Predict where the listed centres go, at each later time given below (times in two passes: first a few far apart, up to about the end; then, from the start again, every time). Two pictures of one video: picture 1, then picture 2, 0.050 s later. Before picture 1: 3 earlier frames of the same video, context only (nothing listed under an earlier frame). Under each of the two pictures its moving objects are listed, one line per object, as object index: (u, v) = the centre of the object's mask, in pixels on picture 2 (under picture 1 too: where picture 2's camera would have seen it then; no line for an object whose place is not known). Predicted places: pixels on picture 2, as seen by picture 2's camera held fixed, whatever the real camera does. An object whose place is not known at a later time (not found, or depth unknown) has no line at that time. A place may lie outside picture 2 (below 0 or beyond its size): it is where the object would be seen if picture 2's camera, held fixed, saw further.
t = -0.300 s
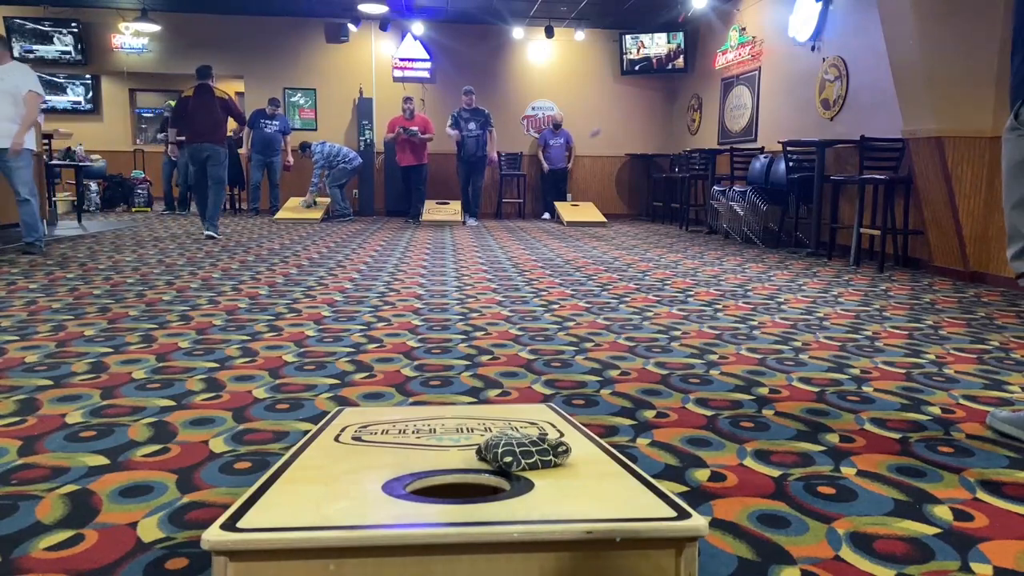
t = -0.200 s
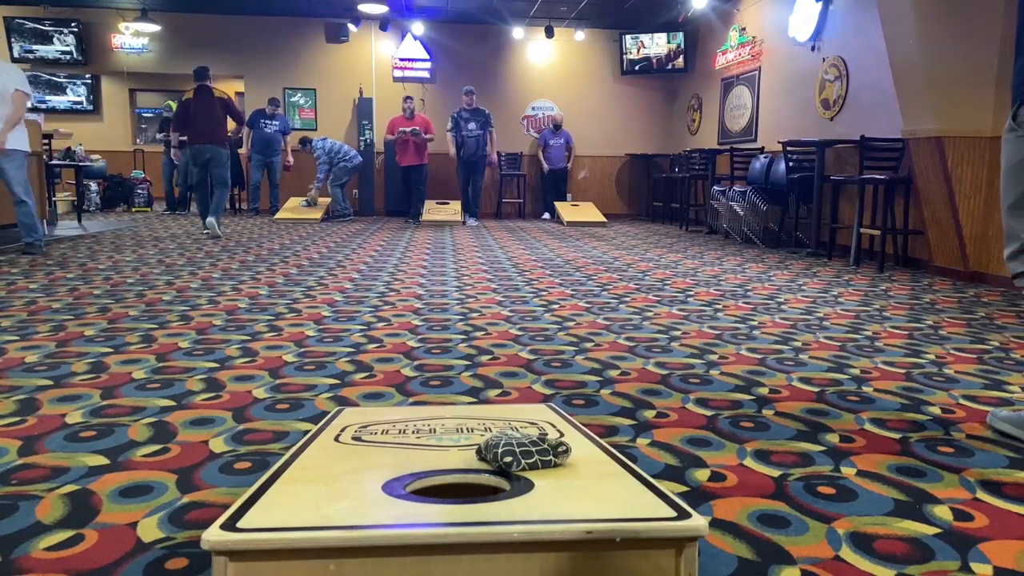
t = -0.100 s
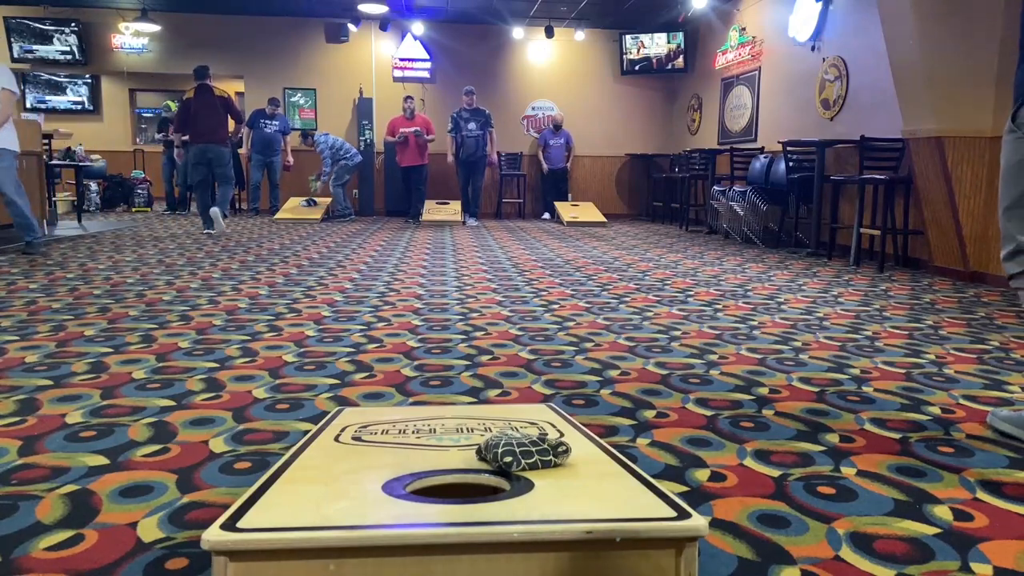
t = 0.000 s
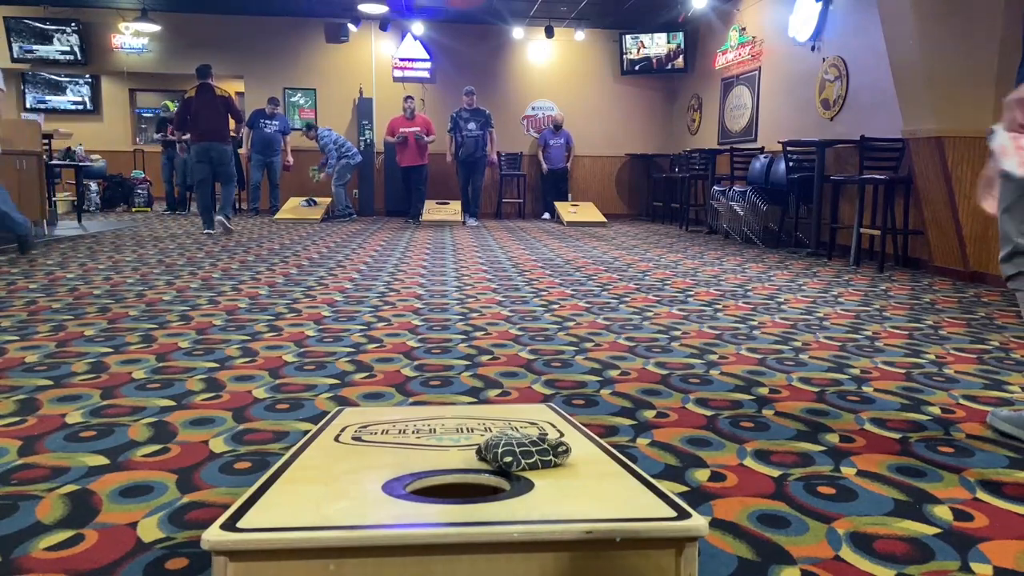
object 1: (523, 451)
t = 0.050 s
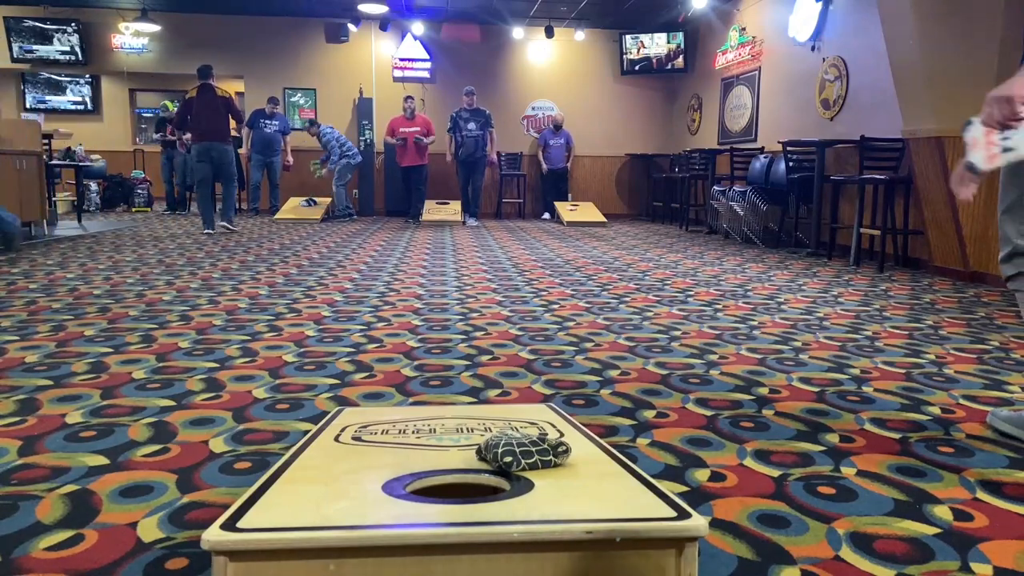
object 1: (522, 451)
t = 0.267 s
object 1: (523, 452)
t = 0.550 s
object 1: (533, 458)
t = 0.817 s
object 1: (530, 458)
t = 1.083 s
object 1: (530, 458)
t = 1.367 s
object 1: (530, 458)
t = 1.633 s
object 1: (530, 458)
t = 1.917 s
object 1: (530, 458)
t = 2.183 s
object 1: (530, 458)
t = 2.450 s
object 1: (530, 458)
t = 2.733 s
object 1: (530, 458)
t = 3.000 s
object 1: (530, 458)
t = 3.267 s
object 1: (530, 458)
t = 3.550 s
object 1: (530, 458)
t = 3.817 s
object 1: (530, 458)
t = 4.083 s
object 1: (530, 458)
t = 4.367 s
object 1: (530, 458)
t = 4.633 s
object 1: (530, 458)
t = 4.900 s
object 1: (530, 458)
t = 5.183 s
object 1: (530, 458)
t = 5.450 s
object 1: (530, 458)
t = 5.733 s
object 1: (530, 458)
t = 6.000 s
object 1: (532, 459)
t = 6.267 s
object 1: (529, 458)
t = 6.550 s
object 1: (529, 458)
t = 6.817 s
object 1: (529, 458)
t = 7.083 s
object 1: (530, 459)
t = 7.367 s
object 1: (530, 458)
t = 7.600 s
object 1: (529, 459)
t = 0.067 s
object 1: (522, 451)
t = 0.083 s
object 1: (522, 451)
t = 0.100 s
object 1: (522, 451)
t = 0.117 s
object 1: (522, 451)
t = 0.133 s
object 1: (522, 451)
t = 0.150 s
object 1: (522, 451)
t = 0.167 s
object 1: (523, 451)
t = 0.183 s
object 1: (523, 451)
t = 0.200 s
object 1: (522, 451)
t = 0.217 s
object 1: (522, 451)
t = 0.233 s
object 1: (523, 451)
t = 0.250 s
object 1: (522, 451)
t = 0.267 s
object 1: (523, 452)
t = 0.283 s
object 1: (522, 451)
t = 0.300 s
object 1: (523, 452)
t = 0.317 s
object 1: (523, 452)
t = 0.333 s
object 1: (523, 452)
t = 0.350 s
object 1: (523, 452)
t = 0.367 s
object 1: (522, 452)
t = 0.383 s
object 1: (522, 452)
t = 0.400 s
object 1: (524, 453)
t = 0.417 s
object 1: (525, 454)
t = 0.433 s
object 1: (527, 456)
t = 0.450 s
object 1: (530, 457)
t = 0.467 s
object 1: (531, 457)
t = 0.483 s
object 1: (533, 458)
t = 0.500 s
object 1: (534, 458)
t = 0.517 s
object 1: (535, 458)
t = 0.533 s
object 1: (534, 458)
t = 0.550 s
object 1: (533, 458)
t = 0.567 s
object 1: (532, 458)
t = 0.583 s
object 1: (531, 458)
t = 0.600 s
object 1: (530, 458)
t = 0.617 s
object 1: (530, 458)
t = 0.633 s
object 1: (530, 458)
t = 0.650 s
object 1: (530, 458)
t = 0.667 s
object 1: (530, 458)
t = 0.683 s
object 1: (530, 458)
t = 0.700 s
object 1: (530, 458)
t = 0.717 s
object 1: (530, 458)
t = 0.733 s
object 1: (530, 458)
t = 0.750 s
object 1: (530, 458)
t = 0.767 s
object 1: (530, 458)
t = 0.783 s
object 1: (530, 458)
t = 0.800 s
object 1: (530, 458)
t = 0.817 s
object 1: (530, 458)
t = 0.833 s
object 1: (530, 458)
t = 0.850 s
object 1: (530, 458)
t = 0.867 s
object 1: (530, 458)
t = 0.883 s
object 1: (530, 458)
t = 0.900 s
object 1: (530, 458)
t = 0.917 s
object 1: (530, 458)
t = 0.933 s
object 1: (530, 458)
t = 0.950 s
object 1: (530, 458)
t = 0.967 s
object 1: (530, 458)
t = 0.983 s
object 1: (530, 458)
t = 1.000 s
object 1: (530, 458)
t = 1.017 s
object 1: (530, 458)
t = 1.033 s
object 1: (530, 458)
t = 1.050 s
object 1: (530, 458)
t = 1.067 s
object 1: (530, 458)
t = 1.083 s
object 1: (530, 458)
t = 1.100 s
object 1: (530, 458)
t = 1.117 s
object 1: (530, 458)
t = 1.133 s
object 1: (530, 458)
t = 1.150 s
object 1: (530, 458)
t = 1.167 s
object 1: (530, 458)
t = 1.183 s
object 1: (530, 458)
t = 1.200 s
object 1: (530, 458)
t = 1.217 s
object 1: (530, 458)
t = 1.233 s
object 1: (530, 458)
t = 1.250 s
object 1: (530, 458)
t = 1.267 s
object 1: (530, 458)
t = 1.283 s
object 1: (530, 458)
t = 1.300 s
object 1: (530, 458)
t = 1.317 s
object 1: (530, 458)
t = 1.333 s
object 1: (530, 458)
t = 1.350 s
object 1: (530, 458)
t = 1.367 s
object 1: (530, 458)
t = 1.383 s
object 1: (530, 458)
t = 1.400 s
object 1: (530, 458)
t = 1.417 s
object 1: (530, 458)
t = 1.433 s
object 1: (530, 458)
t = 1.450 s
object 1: (530, 458)
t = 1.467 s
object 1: (530, 458)
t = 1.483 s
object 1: (530, 458)
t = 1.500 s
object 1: (530, 458)
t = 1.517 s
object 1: (530, 458)
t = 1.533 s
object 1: (530, 458)
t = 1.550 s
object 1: (530, 458)
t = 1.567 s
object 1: (530, 458)
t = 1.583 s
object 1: (530, 458)
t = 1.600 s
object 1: (530, 458)
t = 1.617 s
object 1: (530, 458)
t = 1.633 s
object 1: (530, 458)
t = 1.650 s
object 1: (530, 458)
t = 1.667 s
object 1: (530, 458)
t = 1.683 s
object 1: (530, 458)
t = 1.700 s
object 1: (530, 458)
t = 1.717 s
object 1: (530, 458)
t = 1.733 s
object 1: (530, 458)
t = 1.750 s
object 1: (530, 458)
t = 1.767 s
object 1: (530, 458)
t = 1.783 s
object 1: (530, 458)
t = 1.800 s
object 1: (530, 458)
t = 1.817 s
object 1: (530, 458)
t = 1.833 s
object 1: (530, 458)
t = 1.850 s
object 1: (530, 458)
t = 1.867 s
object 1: (530, 458)
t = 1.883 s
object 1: (530, 458)
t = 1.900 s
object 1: (530, 458)
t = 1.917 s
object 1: (530, 458)
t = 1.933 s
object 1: (530, 458)
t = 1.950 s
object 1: (530, 458)
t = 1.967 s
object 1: (530, 458)
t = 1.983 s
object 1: (530, 458)
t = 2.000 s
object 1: (530, 458)
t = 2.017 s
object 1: (530, 458)
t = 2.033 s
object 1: (530, 458)
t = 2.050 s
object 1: (530, 458)
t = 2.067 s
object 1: (530, 458)
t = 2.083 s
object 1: (530, 458)
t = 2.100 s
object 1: (530, 458)
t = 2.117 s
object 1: (530, 458)
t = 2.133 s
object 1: (530, 458)
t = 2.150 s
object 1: (530, 458)
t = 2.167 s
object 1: (530, 458)
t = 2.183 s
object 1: (530, 458)
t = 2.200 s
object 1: (530, 458)
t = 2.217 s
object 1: (530, 458)
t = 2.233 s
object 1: (530, 458)
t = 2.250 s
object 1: (530, 458)
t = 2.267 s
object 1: (530, 458)
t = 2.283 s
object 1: (530, 458)
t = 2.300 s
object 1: (530, 458)
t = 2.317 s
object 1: (530, 458)
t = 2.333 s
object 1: (530, 458)
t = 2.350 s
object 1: (530, 458)
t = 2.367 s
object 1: (530, 458)
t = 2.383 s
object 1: (530, 458)
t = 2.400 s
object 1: (530, 458)
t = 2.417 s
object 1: (530, 458)
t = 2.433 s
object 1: (530, 458)
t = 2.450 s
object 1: (530, 458)
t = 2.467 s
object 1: (530, 458)
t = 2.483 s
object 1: (530, 458)
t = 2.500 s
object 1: (530, 458)
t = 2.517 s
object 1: (530, 458)
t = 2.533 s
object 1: (530, 458)
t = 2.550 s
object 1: (530, 458)
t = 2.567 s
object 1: (530, 458)
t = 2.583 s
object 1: (530, 458)
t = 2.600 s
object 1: (530, 458)
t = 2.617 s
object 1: (530, 458)
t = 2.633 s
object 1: (530, 458)
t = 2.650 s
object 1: (530, 458)
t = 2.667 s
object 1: (530, 458)
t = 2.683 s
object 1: (530, 458)
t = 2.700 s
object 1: (530, 458)
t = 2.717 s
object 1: (530, 458)
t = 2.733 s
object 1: (530, 458)
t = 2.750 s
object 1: (530, 458)
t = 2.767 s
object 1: (530, 458)
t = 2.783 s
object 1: (530, 458)
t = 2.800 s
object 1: (530, 458)
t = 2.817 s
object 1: (530, 458)
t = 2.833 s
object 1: (530, 458)
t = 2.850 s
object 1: (530, 458)
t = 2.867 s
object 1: (530, 458)
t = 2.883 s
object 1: (530, 458)
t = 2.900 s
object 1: (530, 458)
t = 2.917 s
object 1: (530, 458)
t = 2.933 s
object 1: (530, 458)
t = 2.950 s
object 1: (530, 458)
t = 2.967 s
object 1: (530, 458)
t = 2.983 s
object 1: (530, 458)
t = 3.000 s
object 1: (530, 458)
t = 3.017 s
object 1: (530, 458)
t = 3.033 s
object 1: (530, 458)
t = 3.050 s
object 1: (530, 458)
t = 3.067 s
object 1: (530, 458)
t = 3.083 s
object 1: (530, 458)
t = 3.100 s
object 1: (530, 458)
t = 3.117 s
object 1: (530, 458)
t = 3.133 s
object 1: (530, 458)
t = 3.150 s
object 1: (530, 458)
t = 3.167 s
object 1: (530, 458)
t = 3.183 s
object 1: (530, 458)
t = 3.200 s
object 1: (530, 458)
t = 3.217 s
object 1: (530, 458)
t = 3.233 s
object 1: (530, 458)
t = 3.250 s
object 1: (530, 458)
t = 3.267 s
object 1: (530, 458)
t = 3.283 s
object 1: (530, 458)
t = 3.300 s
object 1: (530, 458)
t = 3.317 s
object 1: (530, 458)
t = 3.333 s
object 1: (530, 458)
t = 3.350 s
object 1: (530, 458)
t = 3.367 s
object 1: (530, 458)
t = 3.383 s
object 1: (530, 458)
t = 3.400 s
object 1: (530, 458)
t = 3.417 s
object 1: (530, 458)
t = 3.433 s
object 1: (530, 458)
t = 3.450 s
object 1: (530, 458)
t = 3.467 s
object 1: (530, 458)
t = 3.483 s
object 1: (530, 458)
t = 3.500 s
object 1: (530, 458)
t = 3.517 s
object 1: (530, 458)
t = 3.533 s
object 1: (530, 458)
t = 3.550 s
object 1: (530, 458)
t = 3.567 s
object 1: (530, 458)
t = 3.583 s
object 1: (530, 458)
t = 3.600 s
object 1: (530, 458)
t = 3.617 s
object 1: (530, 458)
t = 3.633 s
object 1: (530, 458)
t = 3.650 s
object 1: (530, 458)
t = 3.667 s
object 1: (530, 458)
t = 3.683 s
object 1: (530, 458)
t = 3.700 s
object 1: (530, 458)
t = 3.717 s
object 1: (530, 458)
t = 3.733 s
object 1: (530, 458)
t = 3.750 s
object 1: (530, 458)
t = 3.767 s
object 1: (530, 458)
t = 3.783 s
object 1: (530, 458)
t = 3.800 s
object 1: (530, 458)
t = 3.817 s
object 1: (530, 458)
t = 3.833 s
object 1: (530, 458)
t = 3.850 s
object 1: (530, 458)
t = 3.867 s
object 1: (530, 458)
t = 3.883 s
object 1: (530, 458)
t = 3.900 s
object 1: (530, 458)
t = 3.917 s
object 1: (530, 458)
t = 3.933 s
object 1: (530, 458)
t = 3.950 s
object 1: (530, 458)
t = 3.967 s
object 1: (530, 458)
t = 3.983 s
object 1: (530, 458)
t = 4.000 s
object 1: (530, 458)
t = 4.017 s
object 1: (530, 458)
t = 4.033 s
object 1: (530, 458)
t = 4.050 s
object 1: (530, 458)
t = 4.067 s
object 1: (530, 458)
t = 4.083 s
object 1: (530, 458)
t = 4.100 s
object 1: (530, 458)
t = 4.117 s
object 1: (530, 458)
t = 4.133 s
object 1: (530, 458)
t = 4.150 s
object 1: (530, 458)
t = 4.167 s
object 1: (530, 458)
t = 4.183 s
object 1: (530, 458)
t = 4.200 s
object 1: (530, 458)
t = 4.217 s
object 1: (530, 458)
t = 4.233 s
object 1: (530, 458)
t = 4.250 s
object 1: (530, 458)
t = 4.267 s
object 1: (530, 458)
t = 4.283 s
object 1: (530, 458)
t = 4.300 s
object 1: (530, 458)
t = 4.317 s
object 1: (530, 458)
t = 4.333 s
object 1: (530, 458)
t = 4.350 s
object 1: (530, 458)
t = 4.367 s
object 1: (530, 458)
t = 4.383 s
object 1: (530, 458)
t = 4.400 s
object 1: (530, 458)
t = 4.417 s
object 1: (530, 458)
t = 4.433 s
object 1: (530, 458)
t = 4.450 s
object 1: (530, 458)
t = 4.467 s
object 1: (530, 458)
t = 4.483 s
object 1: (530, 458)
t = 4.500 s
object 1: (530, 458)
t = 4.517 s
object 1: (530, 458)
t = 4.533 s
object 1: (530, 458)
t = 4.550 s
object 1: (530, 458)
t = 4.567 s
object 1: (530, 458)
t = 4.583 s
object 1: (530, 458)
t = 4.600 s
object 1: (530, 458)
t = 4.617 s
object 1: (530, 458)
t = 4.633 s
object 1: (530, 458)
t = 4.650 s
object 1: (530, 458)
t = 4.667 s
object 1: (530, 458)
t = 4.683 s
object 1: (530, 458)
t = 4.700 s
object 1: (530, 458)
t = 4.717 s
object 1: (530, 458)
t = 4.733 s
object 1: (530, 458)
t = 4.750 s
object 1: (530, 458)
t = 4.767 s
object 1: (530, 458)
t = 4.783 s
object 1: (530, 458)
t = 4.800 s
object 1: (530, 458)
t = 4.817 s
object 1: (530, 458)
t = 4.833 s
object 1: (530, 458)
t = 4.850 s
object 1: (530, 458)
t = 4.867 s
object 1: (530, 458)
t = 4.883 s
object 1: (530, 458)
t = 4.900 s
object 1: (530, 458)
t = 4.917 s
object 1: (530, 458)
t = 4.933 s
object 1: (530, 458)
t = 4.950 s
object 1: (530, 458)
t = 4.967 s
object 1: (530, 458)
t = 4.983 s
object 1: (530, 458)
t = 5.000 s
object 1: (530, 458)
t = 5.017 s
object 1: (530, 458)
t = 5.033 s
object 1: (530, 458)
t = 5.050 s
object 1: (530, 458)
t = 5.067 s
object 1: (530, 458)
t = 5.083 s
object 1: (530, 458)
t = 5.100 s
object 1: (530, 458)
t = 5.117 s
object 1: (530, 458)
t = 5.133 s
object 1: (530, 458)
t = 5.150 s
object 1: (530, 458)
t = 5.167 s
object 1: (530, 458)
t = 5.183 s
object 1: (530, 458)
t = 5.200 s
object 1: (530, 458)
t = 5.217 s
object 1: (530, 458)
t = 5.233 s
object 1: (530, 458)
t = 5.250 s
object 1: (530, 458)
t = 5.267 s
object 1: (530, 458)
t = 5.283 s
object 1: (530, 458)
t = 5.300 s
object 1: (530, 458)
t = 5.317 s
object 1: (530, 458)
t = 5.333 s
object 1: (530, 458)
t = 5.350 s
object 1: (530, 458)
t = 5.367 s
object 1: (530, 458)
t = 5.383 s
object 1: (530, 458)
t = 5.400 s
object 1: (530, 458)
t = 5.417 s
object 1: (530, 458)
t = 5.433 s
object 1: (530, 458)
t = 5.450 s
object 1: (530, 458)
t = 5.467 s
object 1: (530, 458)
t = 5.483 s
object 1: (530, 458)
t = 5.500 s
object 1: (530, 458)
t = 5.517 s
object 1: (530, 458)
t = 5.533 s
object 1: (530, 458)
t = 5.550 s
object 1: (530, 458)
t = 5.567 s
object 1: (530, 458)
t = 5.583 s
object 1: (530, 458)
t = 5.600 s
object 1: (530, 458)
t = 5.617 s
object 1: (530, 458)
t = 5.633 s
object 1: (530, 458)
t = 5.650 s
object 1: (530, 458)
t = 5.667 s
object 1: (530, 458)
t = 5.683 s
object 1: (530, 458)
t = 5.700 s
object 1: (530, 458)
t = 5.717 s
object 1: (530, 458)
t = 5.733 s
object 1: (530, 458)
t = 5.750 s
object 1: (530, 458)
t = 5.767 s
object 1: (530, 458)
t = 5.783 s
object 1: (530, 458)
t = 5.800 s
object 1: (530, 458)
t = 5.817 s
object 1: (530, 458)
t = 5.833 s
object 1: (530, 458)
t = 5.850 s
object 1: (530, 458)
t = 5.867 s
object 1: (530, 458)
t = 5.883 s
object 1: (530, 458)
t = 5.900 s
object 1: (530, 458)
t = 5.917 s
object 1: (530, 458)
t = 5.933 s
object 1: (530, 458)
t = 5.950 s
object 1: (530, 458)
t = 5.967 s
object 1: (530, 458)
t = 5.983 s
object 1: (531, 459)
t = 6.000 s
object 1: (532, 459)
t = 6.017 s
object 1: (534, 459)
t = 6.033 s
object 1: (531, 458)
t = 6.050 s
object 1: (534, 457)
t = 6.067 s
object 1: (530, 458)
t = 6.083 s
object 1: (530, 458)
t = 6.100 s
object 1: (528, 458)
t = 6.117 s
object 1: (527, 458)
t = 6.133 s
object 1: (533, 458)
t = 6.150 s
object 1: (524, 458)
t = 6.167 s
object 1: (533, 458)
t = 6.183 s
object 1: (529, 458)
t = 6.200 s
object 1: (531, 458)
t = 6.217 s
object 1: (530, 458)
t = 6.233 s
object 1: (529, 458)
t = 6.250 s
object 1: (530, 458)
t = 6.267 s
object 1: (529, 458)
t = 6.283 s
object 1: (529, 458)
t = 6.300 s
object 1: (529, 458)
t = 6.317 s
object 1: (529, 458)
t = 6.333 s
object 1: (529, 458)
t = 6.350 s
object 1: (529, 458)
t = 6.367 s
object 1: (529, 458)
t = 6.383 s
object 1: (529, 458)
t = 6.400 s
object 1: (529, 458)
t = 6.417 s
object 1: (529, 458)
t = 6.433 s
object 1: (529, 458)
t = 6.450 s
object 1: (529, 458)
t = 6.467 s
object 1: (529, 458)
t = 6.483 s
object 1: (529, 458)
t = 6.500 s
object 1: (529, 458)
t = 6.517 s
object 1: (529, 458)
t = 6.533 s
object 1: (529, 458)
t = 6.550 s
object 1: (529, 458)
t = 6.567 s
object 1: (529, 458)
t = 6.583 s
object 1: (529, 458)
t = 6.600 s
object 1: (529, 458)
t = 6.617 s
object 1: (529, 458)
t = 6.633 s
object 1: (529, 458)
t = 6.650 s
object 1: (529, 458)
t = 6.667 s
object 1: (529, 458)
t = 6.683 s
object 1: (529, 458)
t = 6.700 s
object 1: (529, 458)
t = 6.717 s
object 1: (529, 458)
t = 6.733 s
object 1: (529, 458)
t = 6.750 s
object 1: (529, 458)
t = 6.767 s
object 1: (529, 458)
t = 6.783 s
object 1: (529, 458)
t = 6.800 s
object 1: (529, 458)
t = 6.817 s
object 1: (529, 458)
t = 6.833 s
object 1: (529, 459)
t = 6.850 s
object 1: (529, 459)
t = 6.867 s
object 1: (529, 459)
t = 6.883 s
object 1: (529, 459)
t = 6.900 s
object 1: (529, 459)
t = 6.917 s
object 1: (530, 458)
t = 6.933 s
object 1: (530, 458)
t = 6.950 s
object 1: (530, 458)
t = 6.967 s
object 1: (530, 458)
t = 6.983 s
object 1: (530, 459)
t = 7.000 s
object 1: (530, 459)
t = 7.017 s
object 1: (530, 459)
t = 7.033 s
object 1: (530, 459)
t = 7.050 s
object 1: (529, 459)
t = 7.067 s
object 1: (529, 459)
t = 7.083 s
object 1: (530, 459)
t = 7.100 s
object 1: (530, 459)
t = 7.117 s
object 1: (530, 459)
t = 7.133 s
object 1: (529, 459)
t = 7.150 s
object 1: (530, 459)
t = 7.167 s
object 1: (530, 458)
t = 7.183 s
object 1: (529, 459)
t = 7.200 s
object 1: (529, 459)
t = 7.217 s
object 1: (529, 459)
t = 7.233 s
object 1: (529, 459)
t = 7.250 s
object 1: (529, 459)
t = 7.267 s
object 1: (530, 458)
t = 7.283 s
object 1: (529, 459)
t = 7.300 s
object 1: (530, 459)
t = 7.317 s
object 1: (530, 459)
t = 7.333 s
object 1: (529, 459)
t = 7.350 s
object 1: (529, 459)
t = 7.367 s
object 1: (530, 458)
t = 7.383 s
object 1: (529, 459)
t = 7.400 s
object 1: (529, 459)
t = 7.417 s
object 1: (529, 459)
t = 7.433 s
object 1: (529, 459)
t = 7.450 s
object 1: (529, 459)
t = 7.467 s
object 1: (530, 458)
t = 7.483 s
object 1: (529, 459)
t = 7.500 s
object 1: (529, 459)
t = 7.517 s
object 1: (529, 459)
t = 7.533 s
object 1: (529, 459)
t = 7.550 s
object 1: (529, 459)
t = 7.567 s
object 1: (529, 459)
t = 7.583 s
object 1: (529, 459)
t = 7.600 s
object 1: (529, 459)
